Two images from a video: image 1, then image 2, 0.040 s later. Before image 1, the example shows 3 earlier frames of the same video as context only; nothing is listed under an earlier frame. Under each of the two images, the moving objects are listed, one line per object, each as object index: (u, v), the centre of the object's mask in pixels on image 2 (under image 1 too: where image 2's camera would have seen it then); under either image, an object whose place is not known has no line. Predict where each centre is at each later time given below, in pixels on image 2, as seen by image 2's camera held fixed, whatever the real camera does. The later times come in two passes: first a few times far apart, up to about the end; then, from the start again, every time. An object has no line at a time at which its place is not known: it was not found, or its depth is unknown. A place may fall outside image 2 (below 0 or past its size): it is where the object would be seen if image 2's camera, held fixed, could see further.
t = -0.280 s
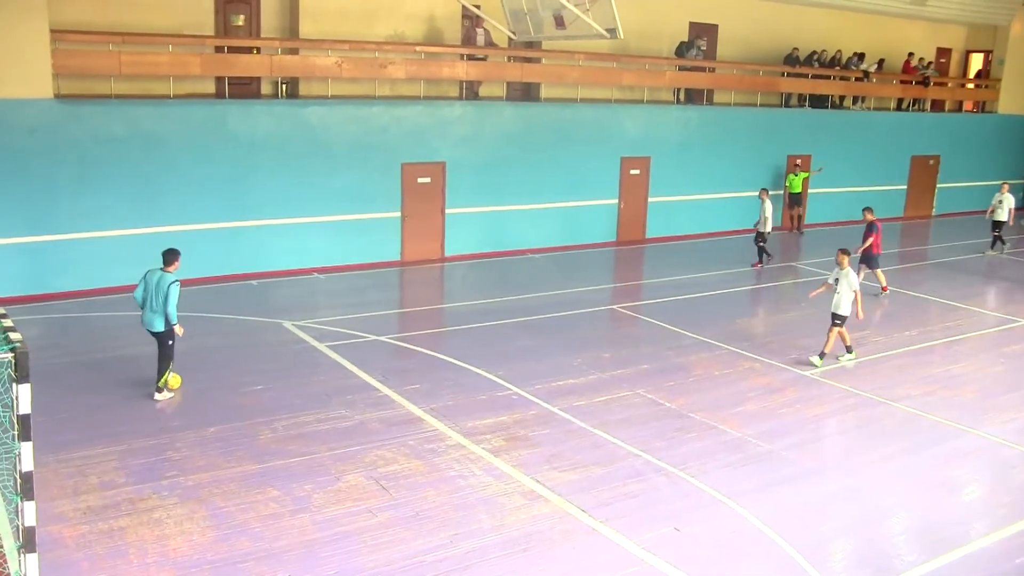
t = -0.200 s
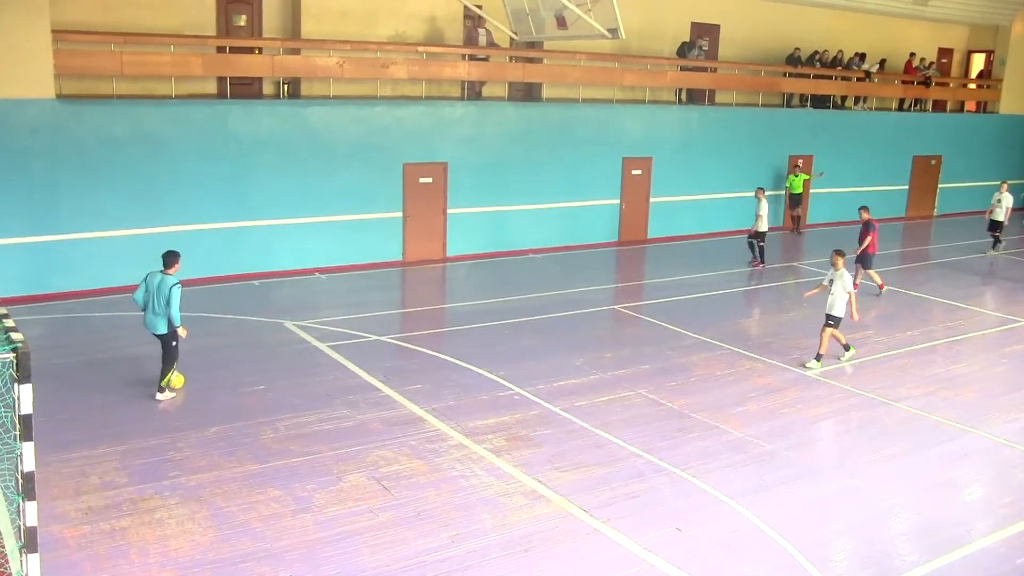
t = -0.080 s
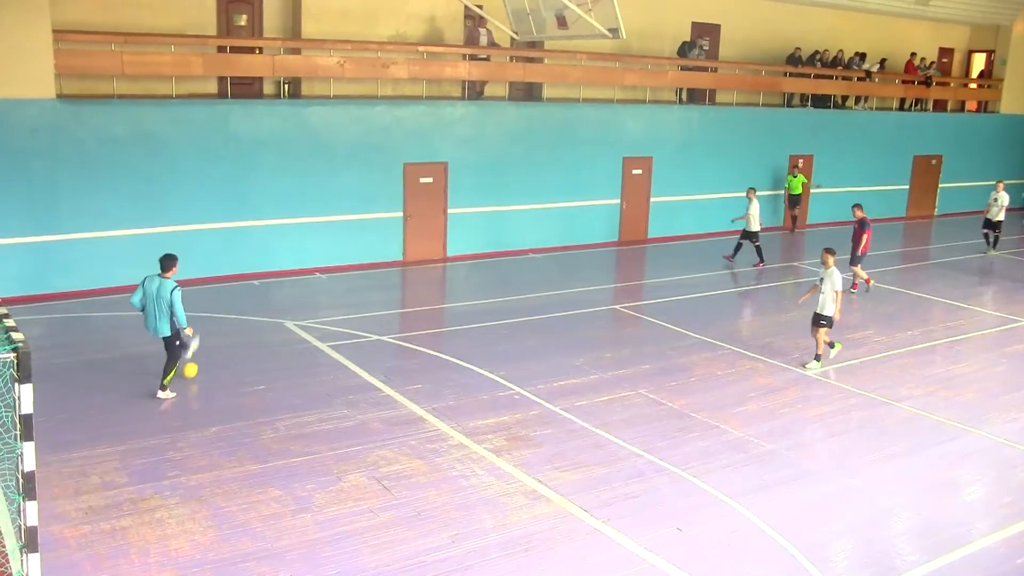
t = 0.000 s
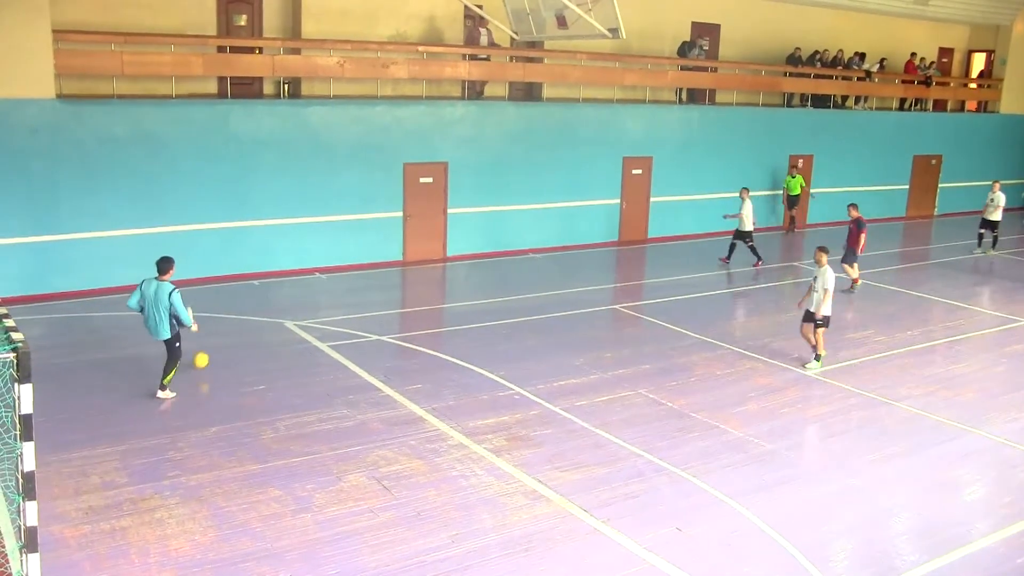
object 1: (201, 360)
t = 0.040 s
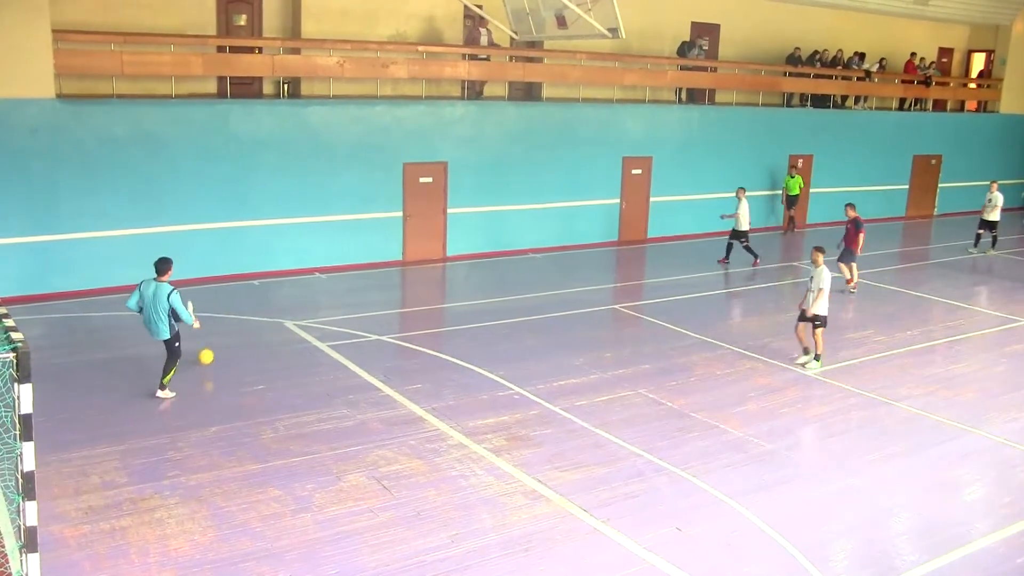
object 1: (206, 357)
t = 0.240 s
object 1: (232, 347)
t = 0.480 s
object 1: (261, 333)
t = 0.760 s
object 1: (290, 320)
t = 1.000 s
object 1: (311, 309)
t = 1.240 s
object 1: (331, 299)
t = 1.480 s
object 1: (349, 290)
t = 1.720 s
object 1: (365, 282)
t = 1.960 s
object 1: (380, 275)
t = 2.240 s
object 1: (396, 266)
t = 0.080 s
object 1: (212, 355)
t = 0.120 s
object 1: (217, 354)
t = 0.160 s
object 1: (222, 354)
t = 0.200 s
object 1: (228, 351)
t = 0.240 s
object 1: (232, 347)
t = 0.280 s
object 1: (238, 344)
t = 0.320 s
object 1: (242, 342)
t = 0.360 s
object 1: (247, 342)
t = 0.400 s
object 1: (252, 338)
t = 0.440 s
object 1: (256, 335)
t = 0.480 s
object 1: (261, 333)
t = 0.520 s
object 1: (265, 332)
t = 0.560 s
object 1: (270, 329)
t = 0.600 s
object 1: (274, 327)
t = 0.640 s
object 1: (278, 325)
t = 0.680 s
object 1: (281, 324)
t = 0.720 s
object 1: (286, 322)
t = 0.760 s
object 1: (290, 320)
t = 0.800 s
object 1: (293, 318)
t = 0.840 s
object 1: (297, 316)
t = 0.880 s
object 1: (301, 315)
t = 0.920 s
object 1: (305, 313)
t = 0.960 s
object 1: (308, 311)
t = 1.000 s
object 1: (311, 309)
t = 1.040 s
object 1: (315, 307)
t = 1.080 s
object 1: (318, 306)
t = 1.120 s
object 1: (322, 304)
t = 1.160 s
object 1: (325, 302)
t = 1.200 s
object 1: (328, 301)
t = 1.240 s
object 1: (331, 299)
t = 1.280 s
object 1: (335, 297)
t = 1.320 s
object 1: (337, 296)
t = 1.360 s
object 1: (340, 294)
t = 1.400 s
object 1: (343, 293)
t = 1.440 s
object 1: (346, 292)
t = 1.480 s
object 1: (349, 290)
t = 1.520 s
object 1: (352, 289)
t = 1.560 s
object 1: (355, 287)
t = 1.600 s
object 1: (357, 286)
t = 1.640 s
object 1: (360, 284)
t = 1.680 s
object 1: (363, 283)
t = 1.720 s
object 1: (365, 282)
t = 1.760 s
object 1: (368, 281)
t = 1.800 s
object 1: (370, 279)
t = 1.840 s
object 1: (373, 278)
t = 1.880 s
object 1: (375, 277)
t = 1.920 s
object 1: (378, 276)
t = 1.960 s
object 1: (380, 275)
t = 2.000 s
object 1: (383, 273)
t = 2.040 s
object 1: (385, 272)
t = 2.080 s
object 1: (387, 271)
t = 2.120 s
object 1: (389, 270)
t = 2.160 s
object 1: (392, 268)
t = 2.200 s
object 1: (394, 267)
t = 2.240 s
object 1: (396, 266)
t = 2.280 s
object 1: (398, 266)
